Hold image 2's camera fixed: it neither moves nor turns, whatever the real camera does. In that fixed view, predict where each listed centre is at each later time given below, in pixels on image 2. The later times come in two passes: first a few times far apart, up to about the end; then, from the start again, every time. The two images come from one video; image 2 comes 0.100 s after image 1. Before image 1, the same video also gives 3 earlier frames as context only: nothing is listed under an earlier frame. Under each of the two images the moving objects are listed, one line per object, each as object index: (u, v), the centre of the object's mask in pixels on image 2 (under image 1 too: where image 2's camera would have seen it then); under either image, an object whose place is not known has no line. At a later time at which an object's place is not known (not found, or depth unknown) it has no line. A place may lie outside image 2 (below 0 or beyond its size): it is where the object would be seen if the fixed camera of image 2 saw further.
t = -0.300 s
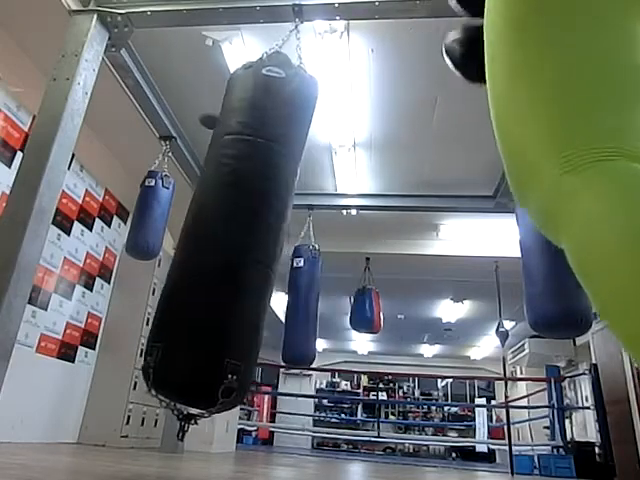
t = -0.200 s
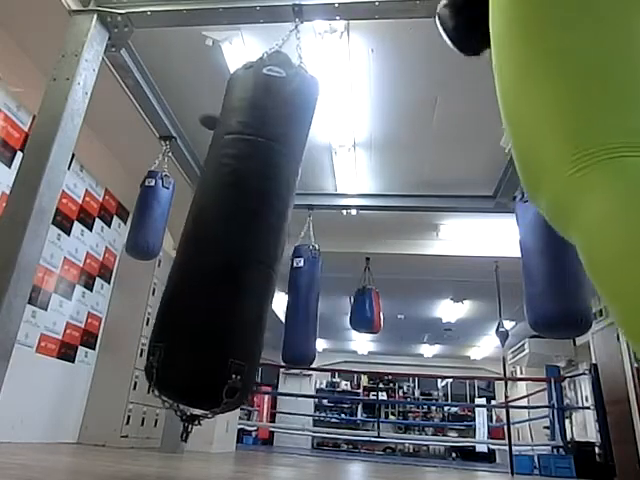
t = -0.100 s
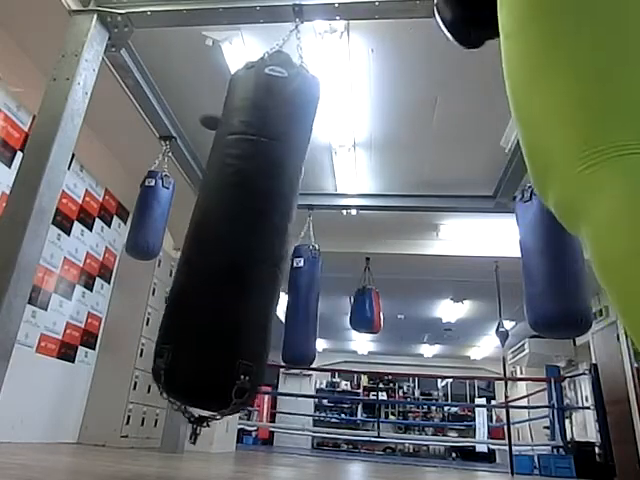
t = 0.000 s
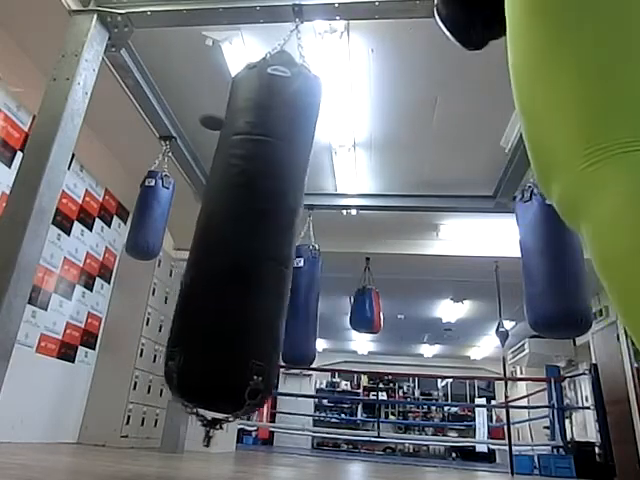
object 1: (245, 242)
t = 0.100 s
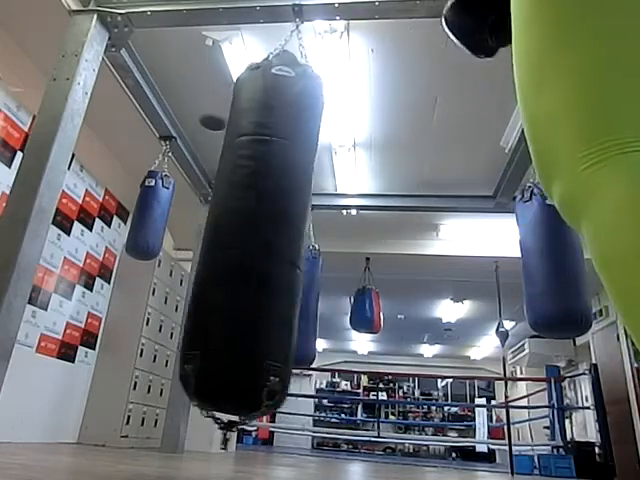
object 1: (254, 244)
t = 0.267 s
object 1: (272, 245)
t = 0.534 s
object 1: (301, 245)
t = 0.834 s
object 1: (313, 246)
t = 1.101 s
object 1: (302, 245)
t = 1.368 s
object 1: (278, 246)
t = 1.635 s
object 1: (249, 243)
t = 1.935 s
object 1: (233, 240)
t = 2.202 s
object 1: (237, 239)
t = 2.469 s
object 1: (260, 244)
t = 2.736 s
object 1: (290, 246)
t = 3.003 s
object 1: (309, 245)
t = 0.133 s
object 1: (257, 244)
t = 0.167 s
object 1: (261, 244)
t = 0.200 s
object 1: (264, 245)
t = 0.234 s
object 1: (269, 245)
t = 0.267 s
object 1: (272, 245)
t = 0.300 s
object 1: (277, 245)
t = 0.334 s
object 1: (279, 245)
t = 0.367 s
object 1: (284, 245)
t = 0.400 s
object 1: (288, 245)
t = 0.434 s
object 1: (291, 245)
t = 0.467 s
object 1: (294, 245)
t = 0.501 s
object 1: (298, 246)
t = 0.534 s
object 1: (301, 245)
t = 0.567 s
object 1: (303, 245)
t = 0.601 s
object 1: (306, 246)
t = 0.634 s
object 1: (308, 246)
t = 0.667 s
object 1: (309, 245)
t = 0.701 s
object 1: (311, 246)
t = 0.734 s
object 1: (313, 245)
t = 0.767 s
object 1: (313, 246)
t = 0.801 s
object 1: (314, 246)
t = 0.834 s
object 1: (313, 246)
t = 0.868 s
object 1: (314, 246)
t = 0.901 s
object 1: (313, 246)
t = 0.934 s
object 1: (313, 246)
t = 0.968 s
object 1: (311, 245)
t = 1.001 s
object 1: (309, 245)
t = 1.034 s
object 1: (308, 246)
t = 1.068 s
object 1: (305, 246)
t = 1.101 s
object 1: (302, 245)
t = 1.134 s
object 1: (300, 245)
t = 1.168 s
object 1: (298, 246)
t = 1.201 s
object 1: (294, 246)
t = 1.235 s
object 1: (292, 245)
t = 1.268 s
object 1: (288, 245)
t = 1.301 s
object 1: (284, 245)
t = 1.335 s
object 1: (281, 246)
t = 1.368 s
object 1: (278, 246)
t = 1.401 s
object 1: (274, 246)
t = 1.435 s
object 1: (270, 246)
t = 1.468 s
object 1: (266, 245)
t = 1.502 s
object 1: (262, 245)
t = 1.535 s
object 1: (259, 245)
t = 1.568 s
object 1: (255, 243)
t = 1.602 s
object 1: (252, 244)
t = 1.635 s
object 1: (249, 243)
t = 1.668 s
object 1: (247, 243)
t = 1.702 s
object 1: (243, 242)
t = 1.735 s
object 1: (241, 241)
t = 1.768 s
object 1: (238, 241)
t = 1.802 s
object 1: (237, 241)
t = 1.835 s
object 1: (235, 241)
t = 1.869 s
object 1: (234, 240)
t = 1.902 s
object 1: (233, 240)
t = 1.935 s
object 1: (233, 240)
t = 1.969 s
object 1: (232, 240)
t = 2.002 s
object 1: (232, 240)
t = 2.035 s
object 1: (232, 240)
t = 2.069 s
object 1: (232, 240)
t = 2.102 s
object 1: (233, 240)
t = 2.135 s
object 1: (234, 240)
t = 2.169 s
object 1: (235, 240)
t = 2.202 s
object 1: (237, 239)
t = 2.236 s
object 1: (240, 240)
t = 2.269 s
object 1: (241, 241)
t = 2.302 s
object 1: (244, 241)
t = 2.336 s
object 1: (247, 242)
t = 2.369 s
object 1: (250, 243)
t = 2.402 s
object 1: (253, 244)
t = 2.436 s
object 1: (256, 243)
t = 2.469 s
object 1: (260, 244)
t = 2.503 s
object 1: (264, 245)
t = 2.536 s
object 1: (268, 245)
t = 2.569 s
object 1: (271, 245)
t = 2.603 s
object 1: (275, 245)
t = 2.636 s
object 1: (279, 245)
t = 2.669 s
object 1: (283, 246)
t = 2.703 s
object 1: (286, 245)
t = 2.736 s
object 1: (290, 246)
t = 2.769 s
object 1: (293, 245)
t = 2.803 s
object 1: (296, 244)
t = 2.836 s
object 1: (299, 245)
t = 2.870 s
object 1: (302, 245)
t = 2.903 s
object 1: (304, 245)
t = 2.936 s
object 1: (306, 245)
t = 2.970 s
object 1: (308, 245)
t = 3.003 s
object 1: (309, 245)
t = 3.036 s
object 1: (311, 246)
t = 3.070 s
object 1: (312, 246)
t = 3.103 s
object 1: (313, 246)
